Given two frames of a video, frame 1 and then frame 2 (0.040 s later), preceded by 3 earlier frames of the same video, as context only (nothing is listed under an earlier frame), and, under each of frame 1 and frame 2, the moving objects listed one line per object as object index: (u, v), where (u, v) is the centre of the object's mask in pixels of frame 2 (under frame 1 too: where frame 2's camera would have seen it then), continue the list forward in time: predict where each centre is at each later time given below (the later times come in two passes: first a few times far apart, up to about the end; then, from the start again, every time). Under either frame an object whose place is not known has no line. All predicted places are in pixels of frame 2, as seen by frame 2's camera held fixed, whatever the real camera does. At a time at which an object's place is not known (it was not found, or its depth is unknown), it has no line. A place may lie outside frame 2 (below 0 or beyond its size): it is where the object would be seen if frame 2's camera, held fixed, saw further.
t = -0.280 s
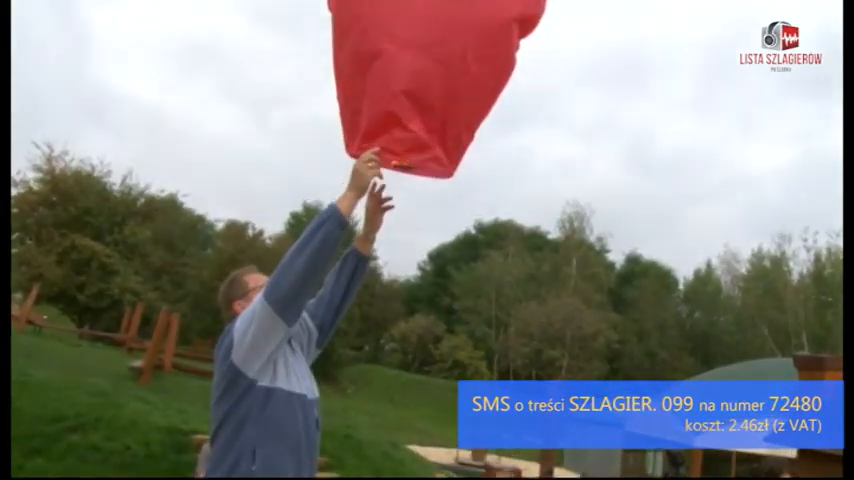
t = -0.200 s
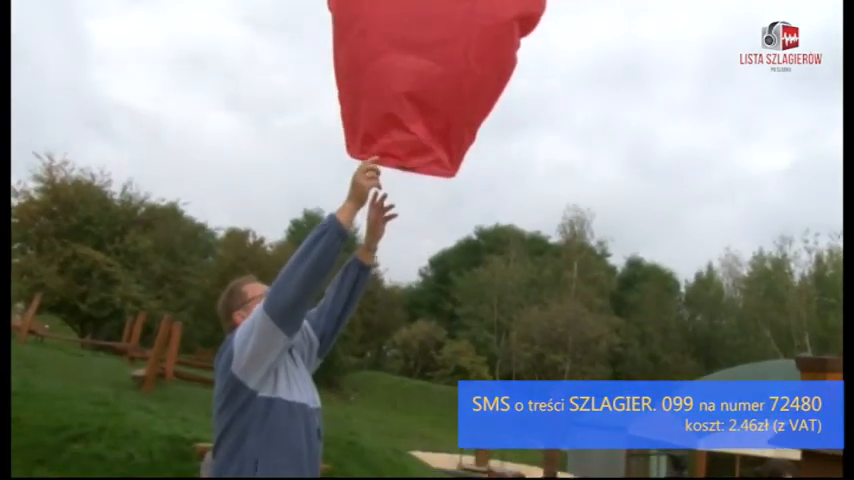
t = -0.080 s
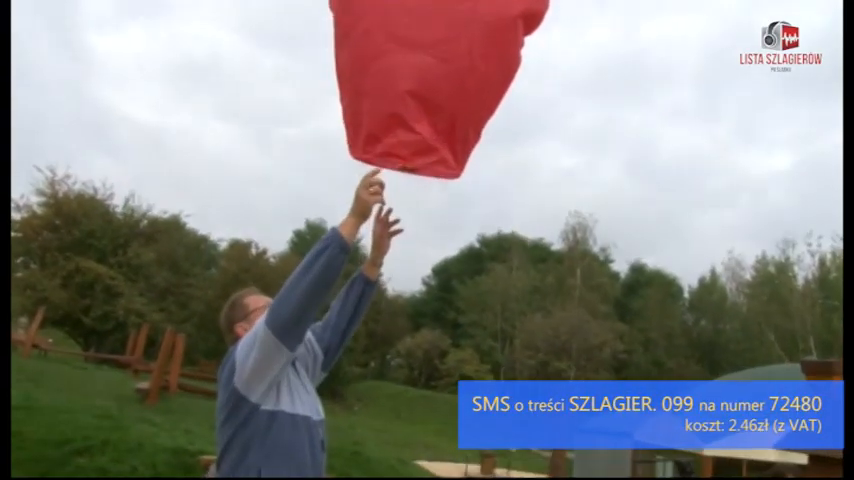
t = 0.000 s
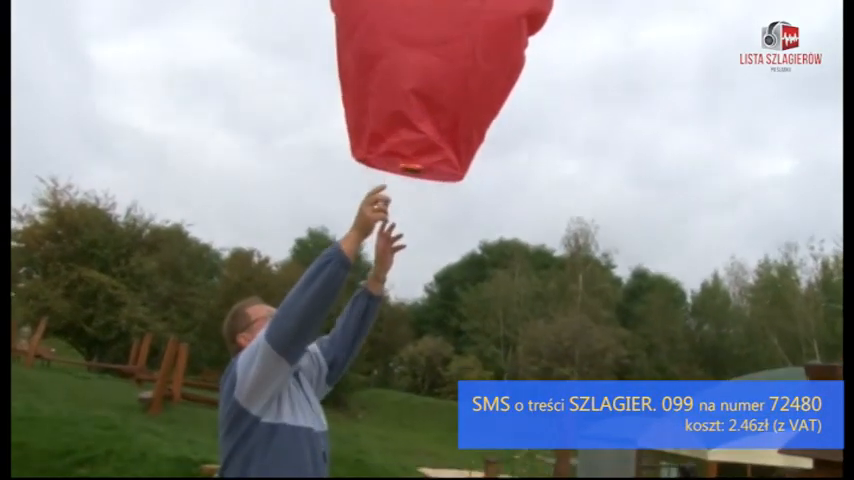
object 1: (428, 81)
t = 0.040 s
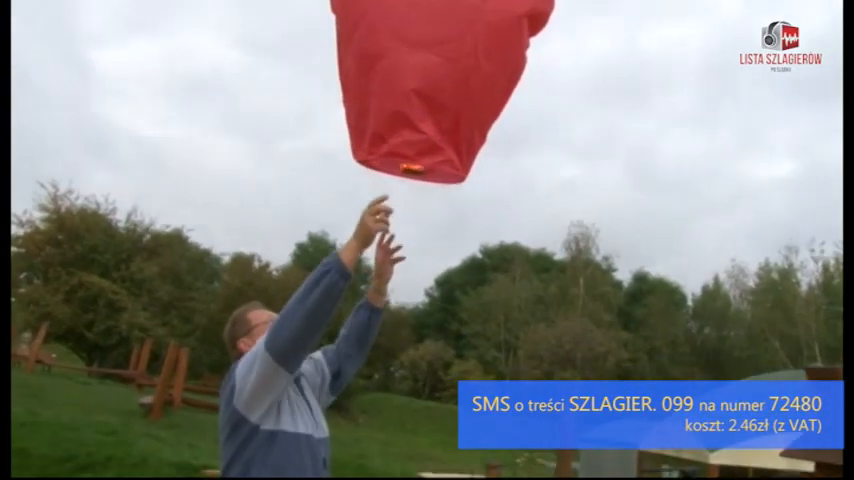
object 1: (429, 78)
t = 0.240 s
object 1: (436, 58)
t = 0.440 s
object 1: (446, 37)
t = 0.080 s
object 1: (431, 75)
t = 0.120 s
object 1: (432, 71)
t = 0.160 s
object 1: (433, 67)
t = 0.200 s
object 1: (434, 62)
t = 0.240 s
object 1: (436, 58)
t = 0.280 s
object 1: (437, 53)
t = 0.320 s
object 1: (440, 49)
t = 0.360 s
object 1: (441, 45)
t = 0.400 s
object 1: (444, 41)
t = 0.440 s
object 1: (446, 37)
